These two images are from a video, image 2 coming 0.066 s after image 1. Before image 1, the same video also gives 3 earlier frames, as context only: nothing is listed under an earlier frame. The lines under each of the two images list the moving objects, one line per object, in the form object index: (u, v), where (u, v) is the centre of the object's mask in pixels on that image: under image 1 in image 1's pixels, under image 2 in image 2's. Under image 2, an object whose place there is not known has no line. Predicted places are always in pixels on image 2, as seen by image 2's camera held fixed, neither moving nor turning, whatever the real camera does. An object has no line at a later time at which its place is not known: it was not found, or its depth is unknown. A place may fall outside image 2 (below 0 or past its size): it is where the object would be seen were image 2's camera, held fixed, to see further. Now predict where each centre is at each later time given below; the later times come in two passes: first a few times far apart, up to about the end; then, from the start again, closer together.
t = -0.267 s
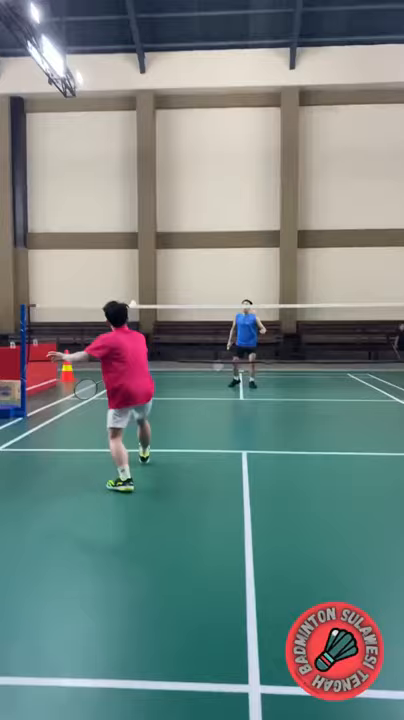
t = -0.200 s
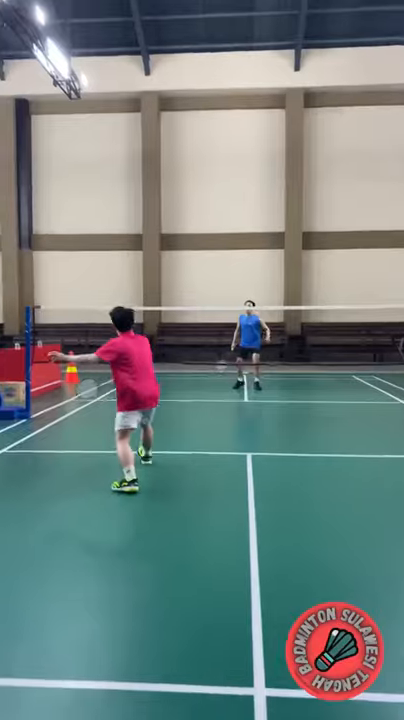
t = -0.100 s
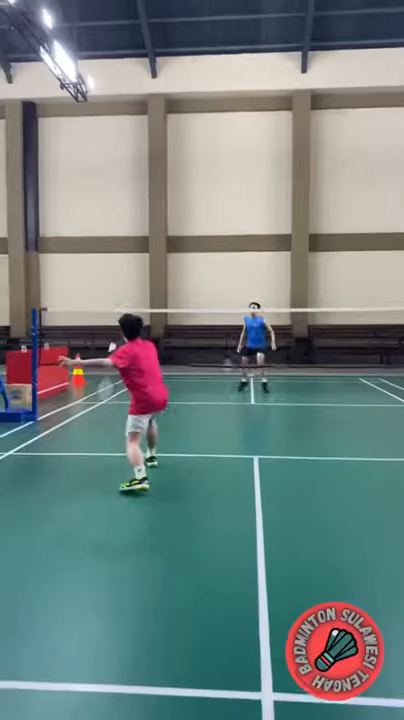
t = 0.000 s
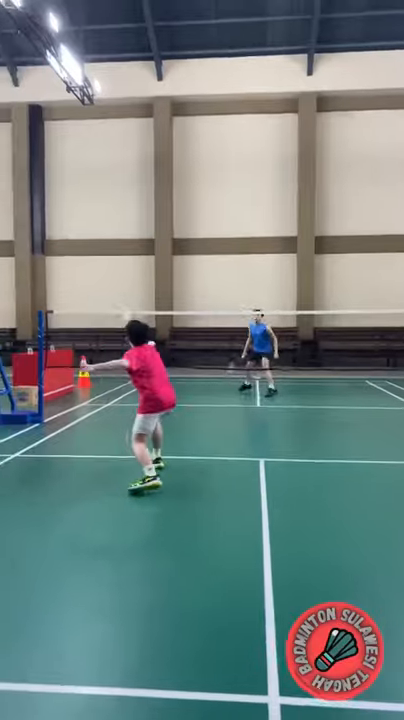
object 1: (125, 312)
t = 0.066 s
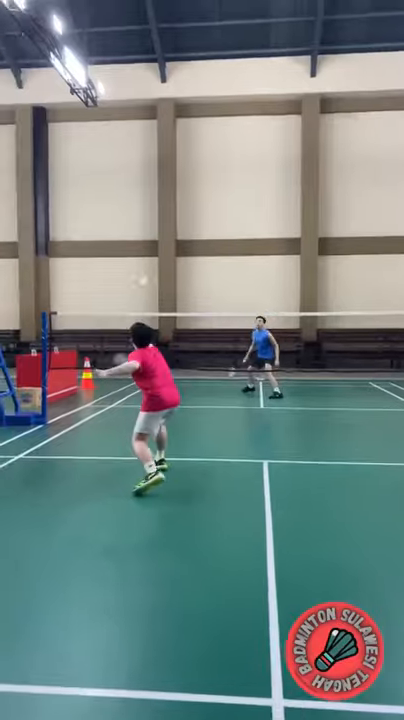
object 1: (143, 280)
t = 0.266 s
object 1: (163, 244)
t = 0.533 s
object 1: (176, 246)
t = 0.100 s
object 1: (148, 271)
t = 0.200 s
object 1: (158, 250)
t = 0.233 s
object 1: (161, 247)
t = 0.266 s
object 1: (163, 244)
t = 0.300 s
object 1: (165, 242)
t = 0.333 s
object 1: (167, 241)
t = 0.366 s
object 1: (169, 241)
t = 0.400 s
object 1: (171, 241)
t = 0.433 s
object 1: (172, 242)
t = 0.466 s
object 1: (174, 243)
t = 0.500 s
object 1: (174, 244)
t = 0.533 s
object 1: (176, 246)
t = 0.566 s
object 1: (176, 247)
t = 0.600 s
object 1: (179, 252)
